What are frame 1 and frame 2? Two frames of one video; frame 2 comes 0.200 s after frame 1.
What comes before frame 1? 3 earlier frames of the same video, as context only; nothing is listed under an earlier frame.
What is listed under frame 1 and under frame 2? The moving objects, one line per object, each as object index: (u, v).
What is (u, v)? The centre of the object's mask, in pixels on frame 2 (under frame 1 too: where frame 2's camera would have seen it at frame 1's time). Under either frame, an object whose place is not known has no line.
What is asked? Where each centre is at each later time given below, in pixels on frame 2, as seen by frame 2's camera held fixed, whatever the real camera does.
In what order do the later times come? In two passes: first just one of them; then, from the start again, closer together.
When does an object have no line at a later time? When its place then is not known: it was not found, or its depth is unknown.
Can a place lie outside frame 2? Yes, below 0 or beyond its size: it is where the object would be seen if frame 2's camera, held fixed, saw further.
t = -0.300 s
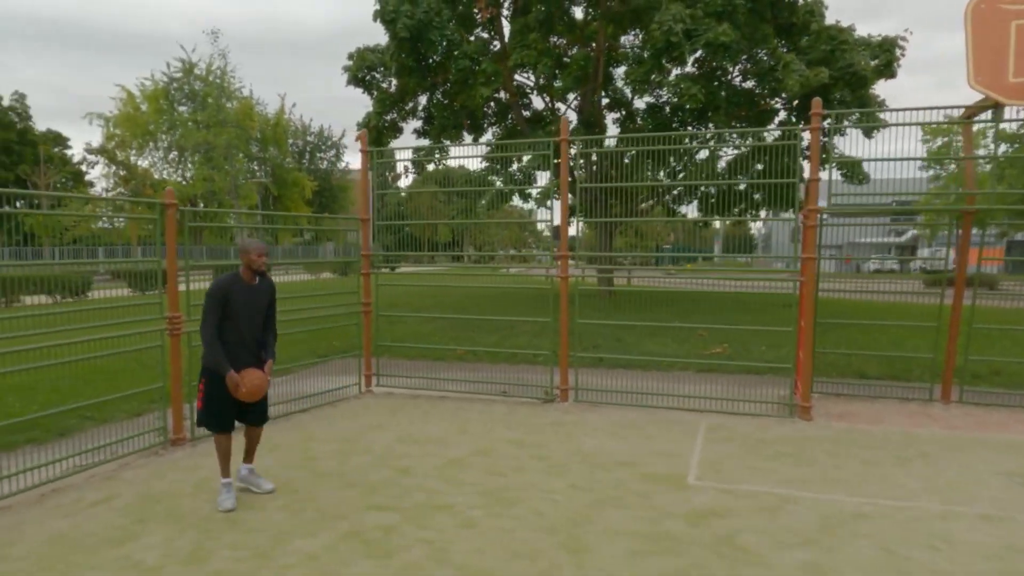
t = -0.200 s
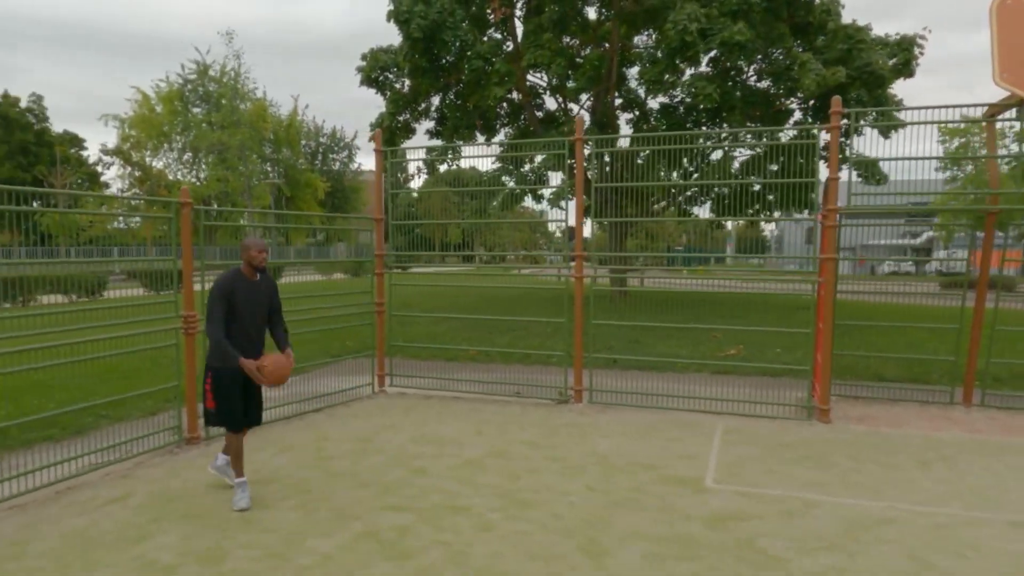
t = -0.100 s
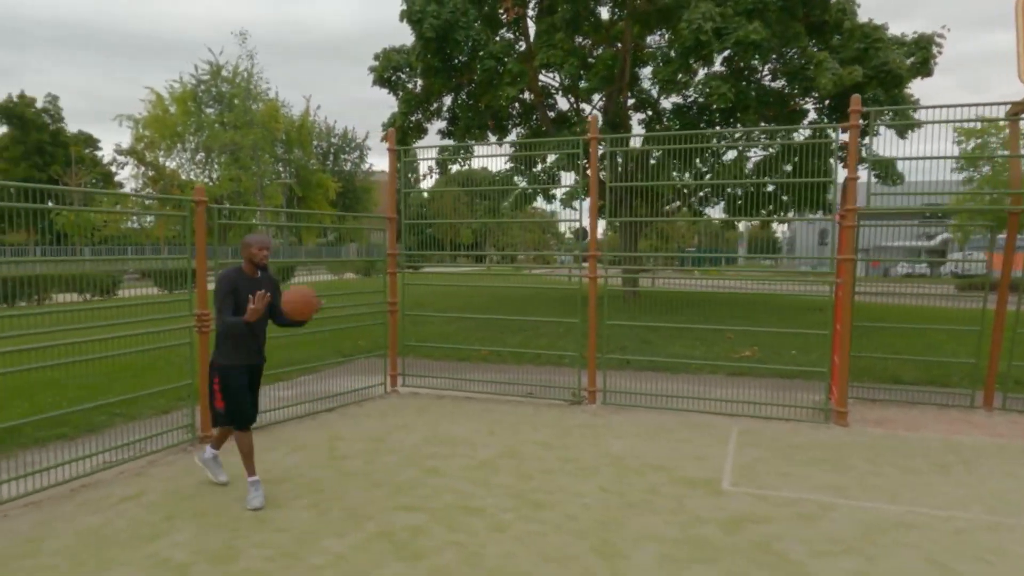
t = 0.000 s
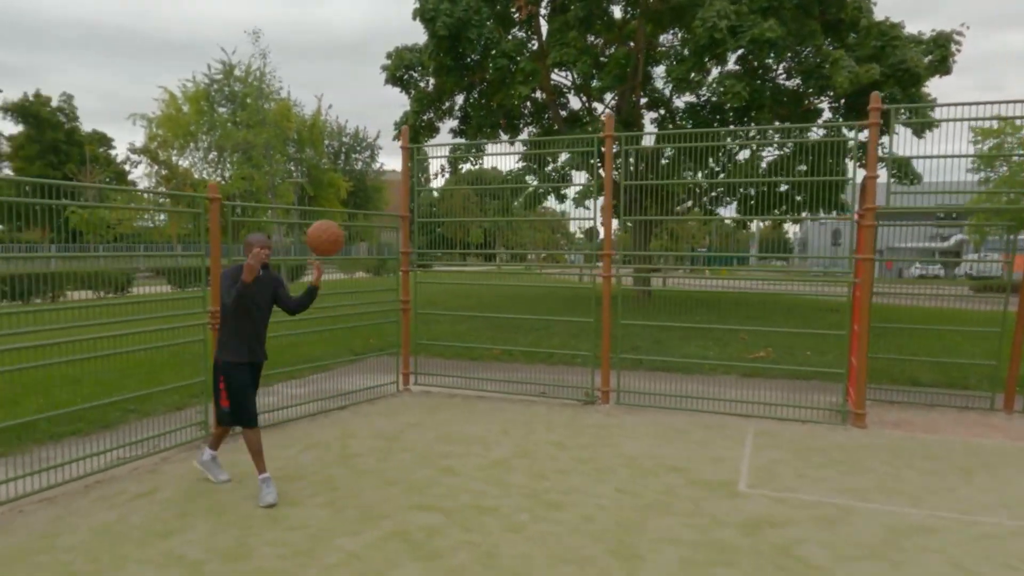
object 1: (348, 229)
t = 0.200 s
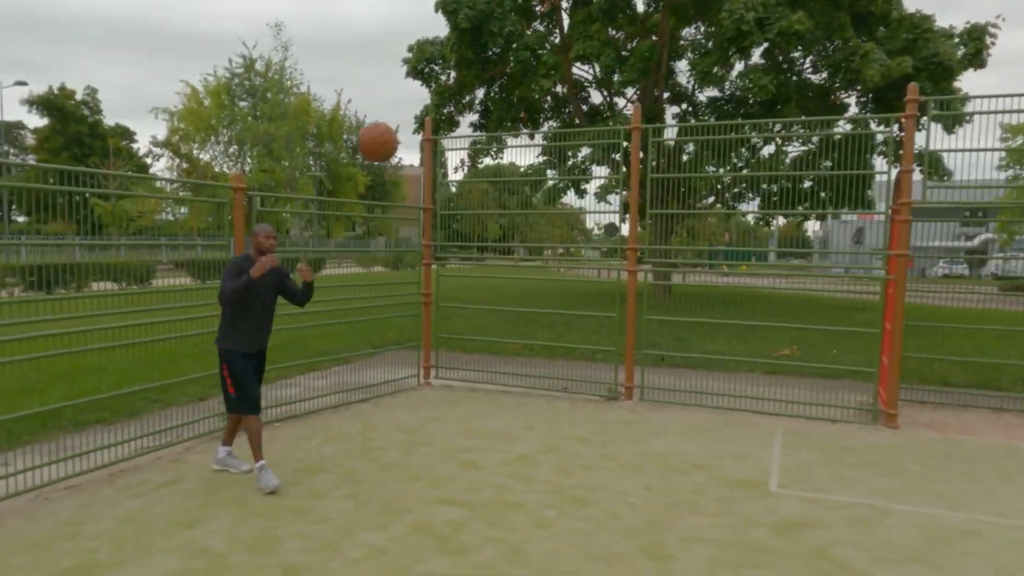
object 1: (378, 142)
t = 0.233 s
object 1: (383, 133)
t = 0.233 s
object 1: (383, 133)
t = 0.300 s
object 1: (394, 119)
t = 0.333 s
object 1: (400, 115)
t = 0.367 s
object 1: (406, 112)
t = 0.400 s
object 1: (413, 111)
